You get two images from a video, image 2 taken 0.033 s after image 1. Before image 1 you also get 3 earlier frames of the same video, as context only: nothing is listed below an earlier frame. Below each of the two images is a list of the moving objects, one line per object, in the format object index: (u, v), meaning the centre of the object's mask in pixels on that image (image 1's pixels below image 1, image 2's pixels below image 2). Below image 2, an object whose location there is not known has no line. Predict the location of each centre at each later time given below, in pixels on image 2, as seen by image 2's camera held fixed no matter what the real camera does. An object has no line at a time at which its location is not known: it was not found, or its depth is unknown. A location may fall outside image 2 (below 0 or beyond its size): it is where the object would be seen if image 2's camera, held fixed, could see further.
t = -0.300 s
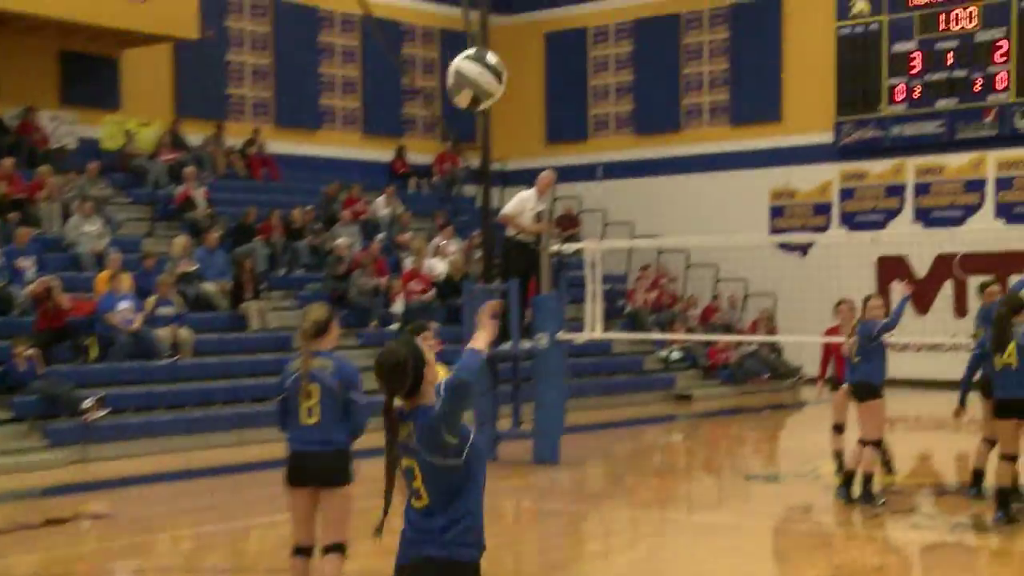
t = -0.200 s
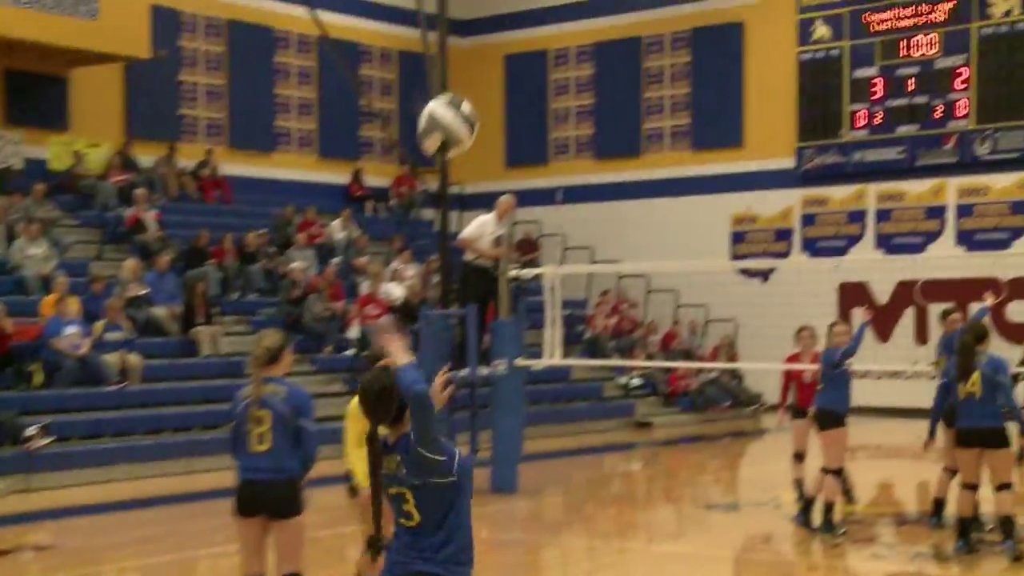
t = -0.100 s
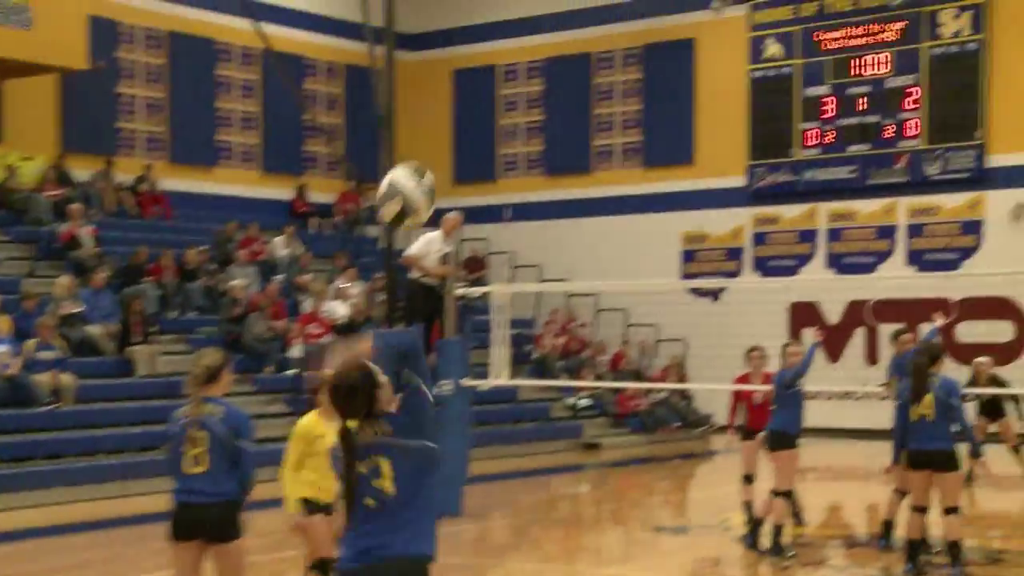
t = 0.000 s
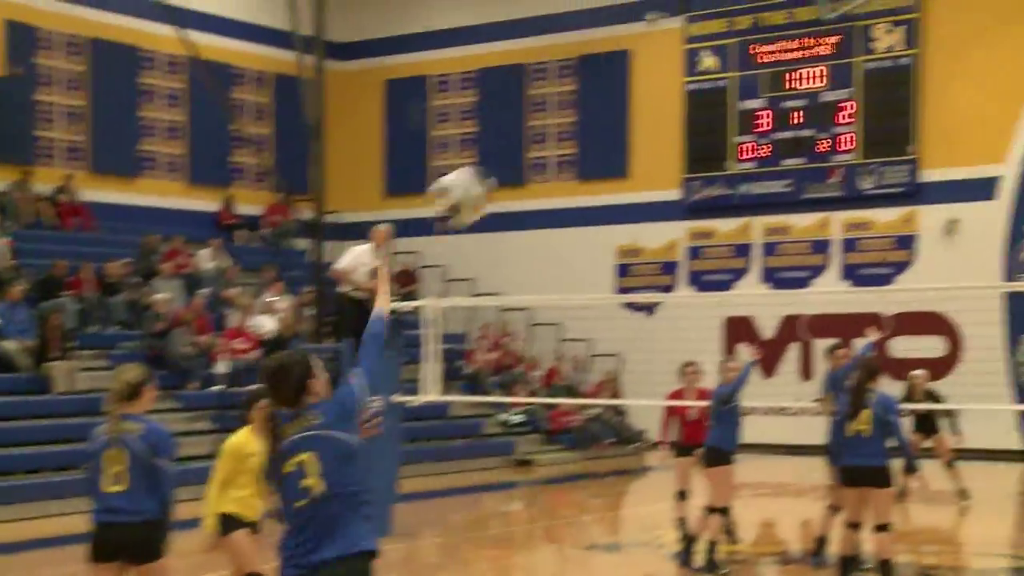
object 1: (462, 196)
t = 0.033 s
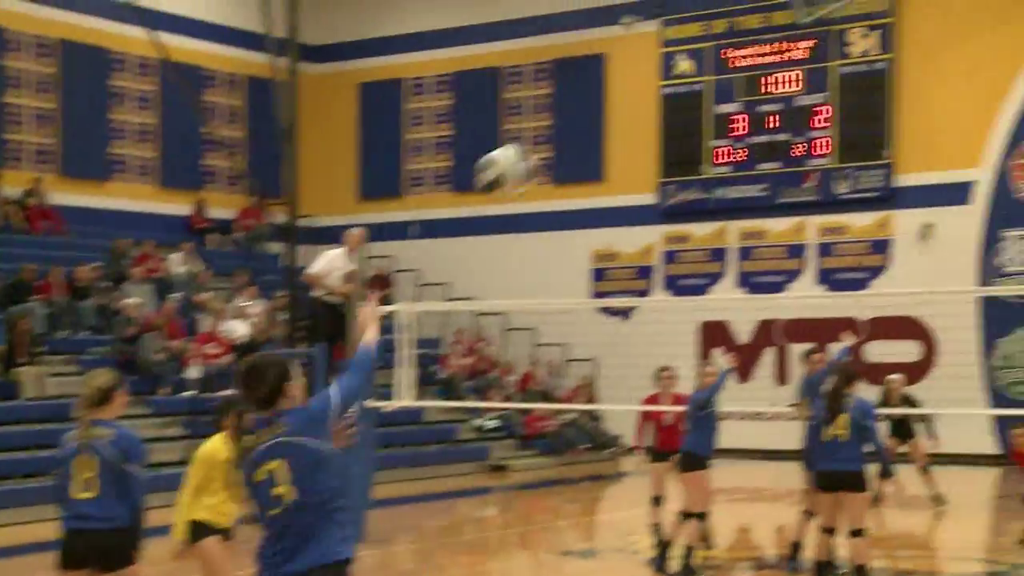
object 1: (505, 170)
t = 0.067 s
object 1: (572, 147)
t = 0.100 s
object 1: (628, 127)
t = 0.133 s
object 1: (681, 113)
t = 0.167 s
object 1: (729, 99)
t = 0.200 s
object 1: (773, 91)
